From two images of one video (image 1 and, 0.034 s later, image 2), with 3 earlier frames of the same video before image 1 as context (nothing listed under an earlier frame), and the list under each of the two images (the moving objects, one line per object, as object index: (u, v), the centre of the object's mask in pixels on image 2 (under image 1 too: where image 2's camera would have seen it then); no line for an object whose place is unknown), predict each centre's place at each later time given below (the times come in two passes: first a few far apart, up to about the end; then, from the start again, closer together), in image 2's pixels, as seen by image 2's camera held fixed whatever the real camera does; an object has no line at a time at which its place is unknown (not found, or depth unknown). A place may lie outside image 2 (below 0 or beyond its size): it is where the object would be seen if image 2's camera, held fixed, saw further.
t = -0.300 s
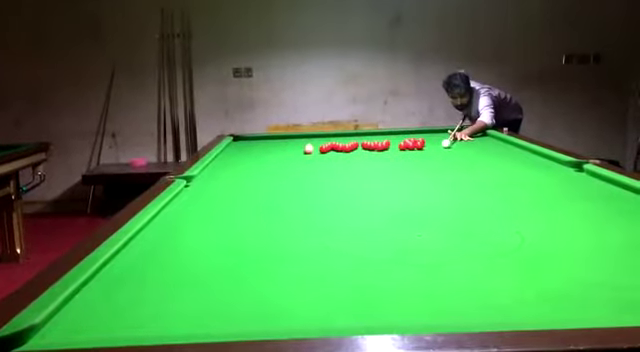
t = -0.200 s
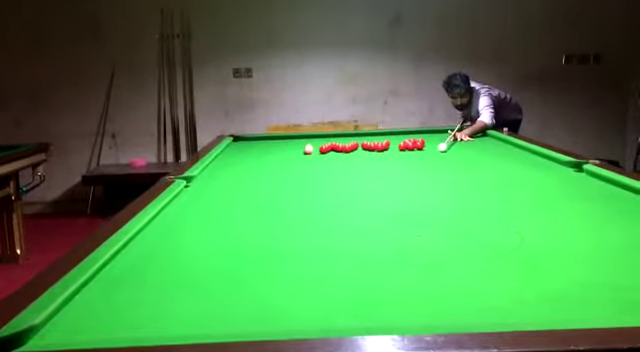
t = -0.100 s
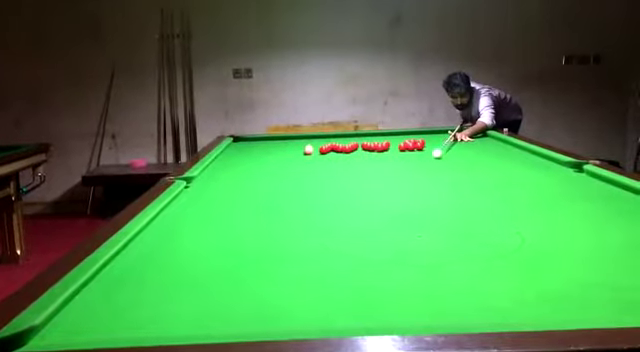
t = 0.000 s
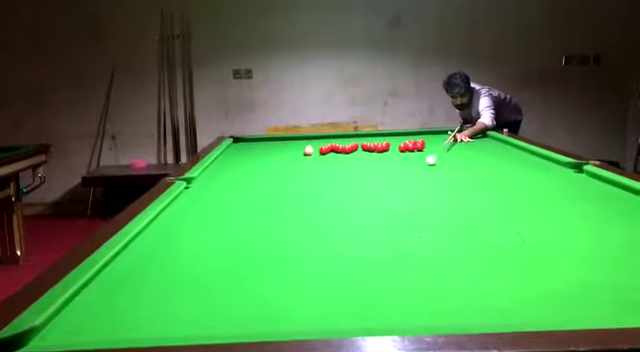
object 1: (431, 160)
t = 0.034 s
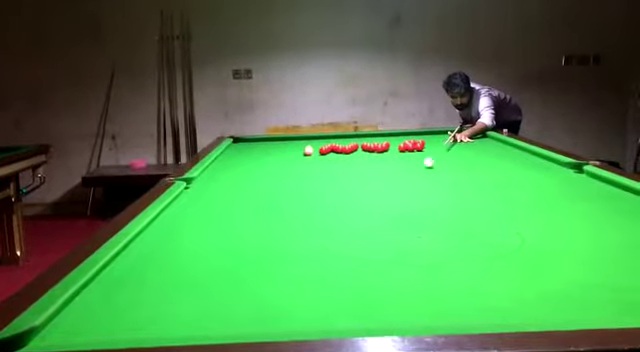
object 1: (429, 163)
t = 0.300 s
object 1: (408, 184)
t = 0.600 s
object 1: (371, 220)
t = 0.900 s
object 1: (308, 285)
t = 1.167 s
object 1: (243, 299)
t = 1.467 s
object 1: (215, 252)
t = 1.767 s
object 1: (197, 223)
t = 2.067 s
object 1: (184, 202)
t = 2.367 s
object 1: (197, 188)
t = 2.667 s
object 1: (219, 176)
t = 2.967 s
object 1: (235, 167)
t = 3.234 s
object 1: (248, 161)
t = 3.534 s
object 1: (259, 155)
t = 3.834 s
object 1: (269, 150)
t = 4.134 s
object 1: (277, 146)
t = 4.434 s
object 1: (284, 142)
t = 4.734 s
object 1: (290, 138)
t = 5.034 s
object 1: (294, 138)
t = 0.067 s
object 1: (426, 165)
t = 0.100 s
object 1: (424, 167)
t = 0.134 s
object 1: (422, 169)
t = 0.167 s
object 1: (419, 172)
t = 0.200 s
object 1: (416, 175)
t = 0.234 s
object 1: (413, 177)
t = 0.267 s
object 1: (411, 181)
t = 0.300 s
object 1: (408, 184)
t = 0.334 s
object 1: (404, 187)
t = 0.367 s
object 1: (401, 190)
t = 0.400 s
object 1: (397, 194)
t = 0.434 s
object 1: (393, 198)
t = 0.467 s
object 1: (390, 202)
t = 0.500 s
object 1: (385, 206)
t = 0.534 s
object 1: (381, 211)
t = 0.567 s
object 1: (376, 215)
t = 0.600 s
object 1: (371, 220)
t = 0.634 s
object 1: (367, 226)
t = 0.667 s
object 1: (361, 232)
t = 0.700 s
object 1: (355, 238)
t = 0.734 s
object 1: (348, 244)
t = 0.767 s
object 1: (342, 251)
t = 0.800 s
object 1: (334, 259)
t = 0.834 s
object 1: (326, 266)
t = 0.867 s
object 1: (317, 276)
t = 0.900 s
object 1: (308, 285)
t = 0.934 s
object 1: (298, 295)
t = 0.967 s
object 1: (287, 307)
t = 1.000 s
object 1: (275, 316)
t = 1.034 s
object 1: (263, 324)
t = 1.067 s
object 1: (256, 320)
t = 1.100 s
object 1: (251, 315)
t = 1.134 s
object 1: (247, 306)
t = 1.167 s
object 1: (243, 299)
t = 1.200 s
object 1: (240, 291)
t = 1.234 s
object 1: (236, 286)
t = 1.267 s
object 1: (233, 280)
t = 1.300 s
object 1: (229, 275)
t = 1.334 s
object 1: (226, 270)
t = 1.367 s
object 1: (223, 265)
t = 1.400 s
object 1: (221, 260)
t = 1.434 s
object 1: (218, 256)
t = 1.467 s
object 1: (215, 252)
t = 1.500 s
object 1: (213, 248)
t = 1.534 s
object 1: (210, 244)
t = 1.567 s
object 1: (208, 241)
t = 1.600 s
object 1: (206, 238)
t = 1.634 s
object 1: (204, 234)
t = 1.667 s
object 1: (202, 231)
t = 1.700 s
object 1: (200, 228)
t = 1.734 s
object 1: (199, 226)
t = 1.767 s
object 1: (197, 223)
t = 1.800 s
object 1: (195, 220)
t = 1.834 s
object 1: (194, 217)
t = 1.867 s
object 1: (192, 215)
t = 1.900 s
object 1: (191, 213)
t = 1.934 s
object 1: (189, 210)
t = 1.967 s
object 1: (188, 208)
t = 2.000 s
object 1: (187, 206)
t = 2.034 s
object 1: (185, 204)
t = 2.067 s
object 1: (184, 202)
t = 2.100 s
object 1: (183, 200)
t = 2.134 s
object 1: (182, 198)
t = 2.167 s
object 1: (180, 197)
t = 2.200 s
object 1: (183, 195)
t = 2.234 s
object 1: (186, 193)
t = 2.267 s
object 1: (189, 192)
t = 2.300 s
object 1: (192, 190)
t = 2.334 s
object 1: (195, 189)
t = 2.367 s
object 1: (197, 188)
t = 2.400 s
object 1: (200, 186)
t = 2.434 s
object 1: (202, 185)
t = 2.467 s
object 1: (205, 184)
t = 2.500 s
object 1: (207, 182)
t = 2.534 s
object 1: (210, 181)
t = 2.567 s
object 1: (212, 180)
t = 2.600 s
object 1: (214, 179)
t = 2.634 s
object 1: (216, 177)
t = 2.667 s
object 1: (219, 176)
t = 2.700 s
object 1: (221, 175)
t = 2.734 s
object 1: (223, 174)
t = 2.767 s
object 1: (225, 173)
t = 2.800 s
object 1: (227, 172)
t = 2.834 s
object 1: (228, 171)
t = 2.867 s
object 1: (230, 170)
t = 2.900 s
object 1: (232, 169)
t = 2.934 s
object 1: (234, 168)
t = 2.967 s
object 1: (235, 167)
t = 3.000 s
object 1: (237, 167)
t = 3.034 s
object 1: (239, 166)
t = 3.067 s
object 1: (240, 165)
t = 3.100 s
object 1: (242, 164)
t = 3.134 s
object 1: (243, 163)
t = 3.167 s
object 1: (245, 162)
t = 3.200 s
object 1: (246, 162)
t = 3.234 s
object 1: (248, 161)
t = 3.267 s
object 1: (249, 160)
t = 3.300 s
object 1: (250, 159)
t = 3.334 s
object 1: (251, 159)
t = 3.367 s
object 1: (253, 158)
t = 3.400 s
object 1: (254, 158)
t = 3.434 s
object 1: (256, 157)
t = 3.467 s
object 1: (257, 156)
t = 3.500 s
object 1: (258, 155)
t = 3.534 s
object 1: (259, 155)
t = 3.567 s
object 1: (260, 154)
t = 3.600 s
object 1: (262, 153)
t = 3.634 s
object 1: (263, 153)
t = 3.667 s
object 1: (264, 152)
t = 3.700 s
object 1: (265, 151)
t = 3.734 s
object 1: (266, 151)
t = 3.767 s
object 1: (267, 151)
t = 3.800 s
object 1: (268, 150)
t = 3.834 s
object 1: (269, 150)
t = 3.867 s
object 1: (270, 149)
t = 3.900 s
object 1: (271, 148)
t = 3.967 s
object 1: (272, 148)
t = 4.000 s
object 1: (273, 147)
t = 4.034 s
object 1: (274, 147)
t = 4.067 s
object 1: (275, 146)
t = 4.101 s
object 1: (276, 146)
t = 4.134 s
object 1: (277, 146)
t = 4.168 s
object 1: (277, 145)
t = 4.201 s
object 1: (278, 144)
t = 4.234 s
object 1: (279, 144)
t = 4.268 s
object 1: (280, 143)
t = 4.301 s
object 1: (281, 143)
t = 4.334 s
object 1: (282, 143)
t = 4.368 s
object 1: (283, 142)
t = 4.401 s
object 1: (283, 142)
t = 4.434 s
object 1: (284, 142)
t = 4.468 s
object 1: (285, 141)
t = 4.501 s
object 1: (286, 140)
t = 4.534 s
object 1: (286, 140)
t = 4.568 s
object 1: (287, 140)
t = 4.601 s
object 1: (288, 139)
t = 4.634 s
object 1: (288, 139)
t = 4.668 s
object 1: (289, 139)
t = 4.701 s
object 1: (289, 139)
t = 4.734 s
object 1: (290, 138)
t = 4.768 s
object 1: (291, 138)
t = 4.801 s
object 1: (292, 138)
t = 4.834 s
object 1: (292, 137)
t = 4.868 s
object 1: (293, 137)
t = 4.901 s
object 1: (293, 137)
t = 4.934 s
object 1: (293, 137)
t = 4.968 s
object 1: (293, 138)
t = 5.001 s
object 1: (294, 138)
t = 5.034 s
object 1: (294, 138)
